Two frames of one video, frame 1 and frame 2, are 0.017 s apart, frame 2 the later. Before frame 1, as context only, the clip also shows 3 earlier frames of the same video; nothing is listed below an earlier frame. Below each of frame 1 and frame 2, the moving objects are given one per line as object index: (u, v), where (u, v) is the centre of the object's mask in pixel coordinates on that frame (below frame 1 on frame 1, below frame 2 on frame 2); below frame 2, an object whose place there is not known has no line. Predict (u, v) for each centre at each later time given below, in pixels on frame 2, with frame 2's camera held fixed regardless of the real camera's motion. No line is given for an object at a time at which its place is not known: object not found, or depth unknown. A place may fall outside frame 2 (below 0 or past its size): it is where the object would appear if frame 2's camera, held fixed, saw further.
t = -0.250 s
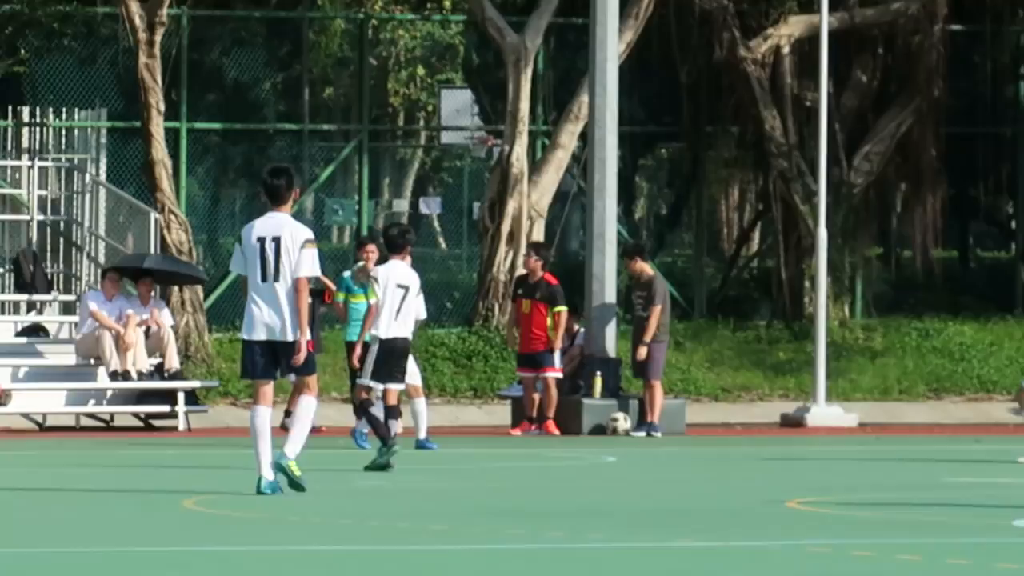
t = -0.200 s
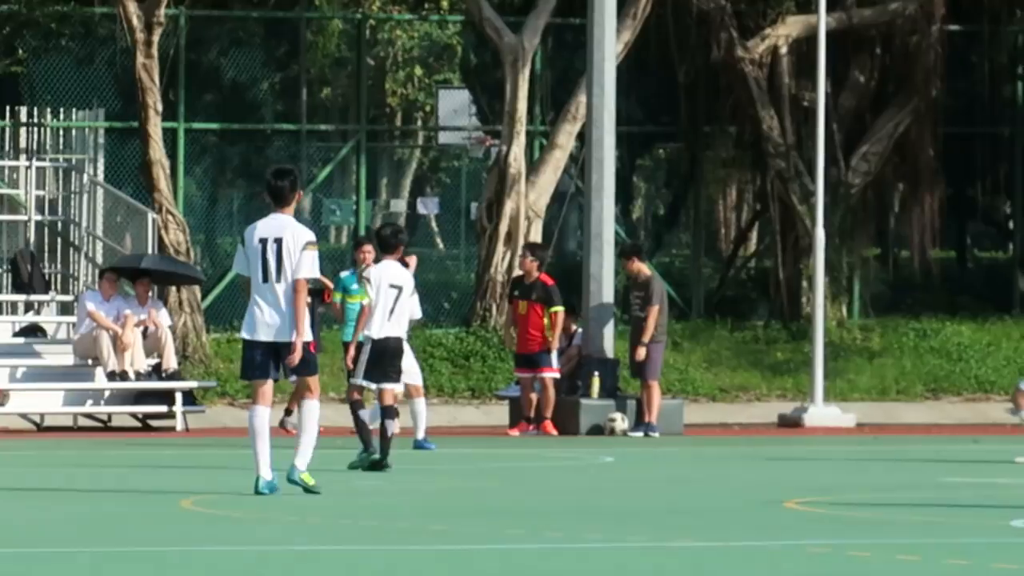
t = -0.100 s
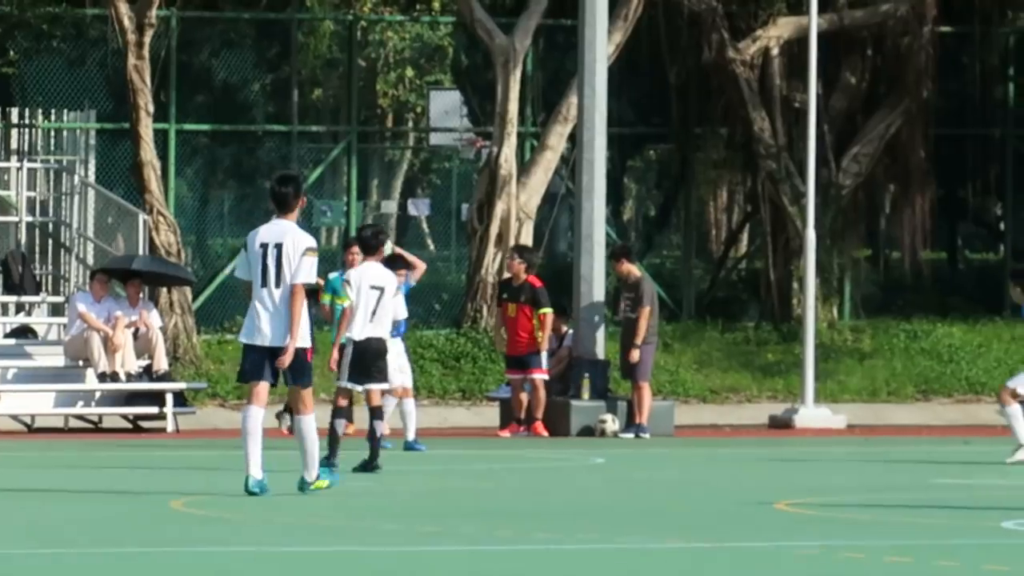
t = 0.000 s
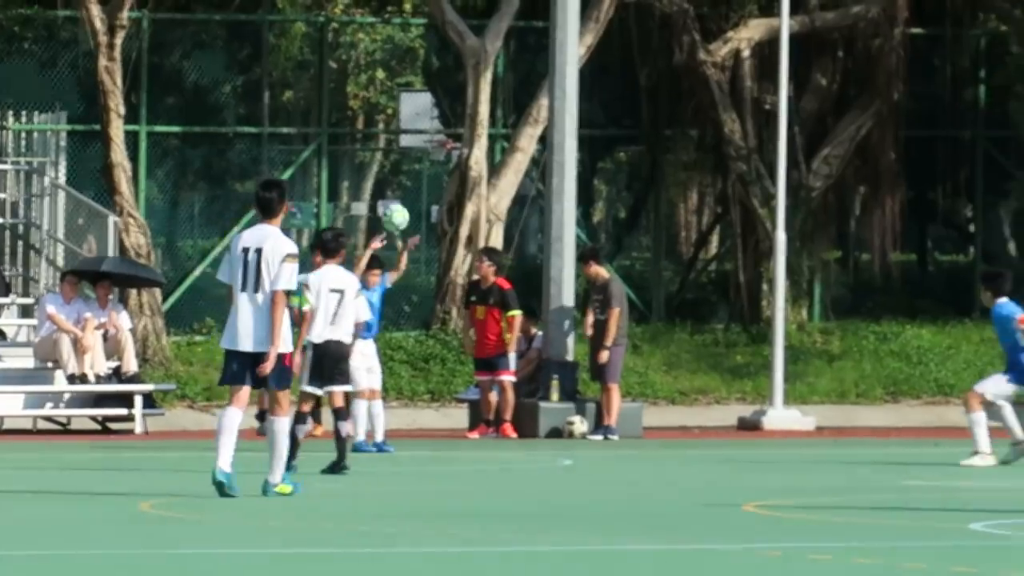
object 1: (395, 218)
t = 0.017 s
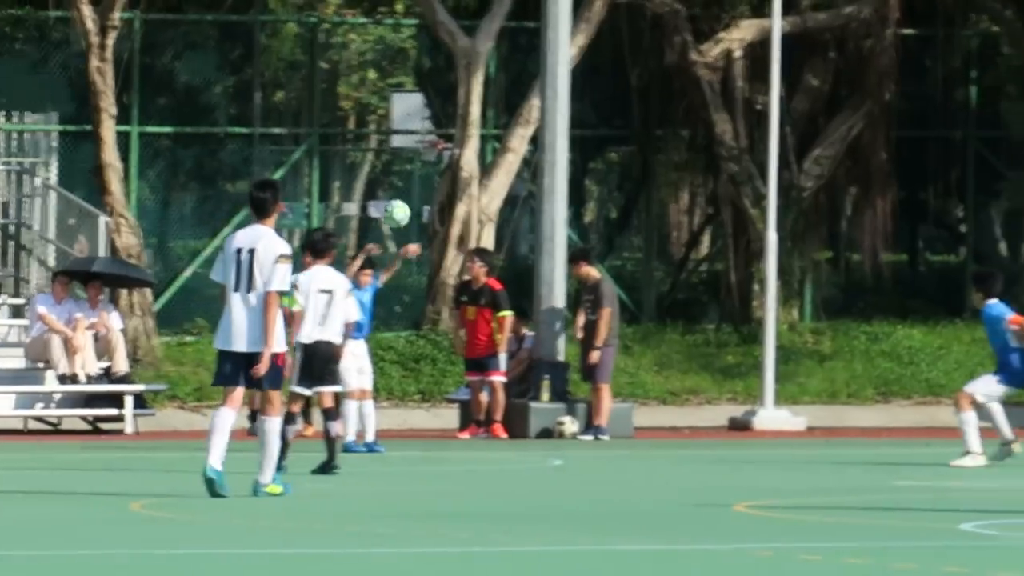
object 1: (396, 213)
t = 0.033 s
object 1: (406, 210)
